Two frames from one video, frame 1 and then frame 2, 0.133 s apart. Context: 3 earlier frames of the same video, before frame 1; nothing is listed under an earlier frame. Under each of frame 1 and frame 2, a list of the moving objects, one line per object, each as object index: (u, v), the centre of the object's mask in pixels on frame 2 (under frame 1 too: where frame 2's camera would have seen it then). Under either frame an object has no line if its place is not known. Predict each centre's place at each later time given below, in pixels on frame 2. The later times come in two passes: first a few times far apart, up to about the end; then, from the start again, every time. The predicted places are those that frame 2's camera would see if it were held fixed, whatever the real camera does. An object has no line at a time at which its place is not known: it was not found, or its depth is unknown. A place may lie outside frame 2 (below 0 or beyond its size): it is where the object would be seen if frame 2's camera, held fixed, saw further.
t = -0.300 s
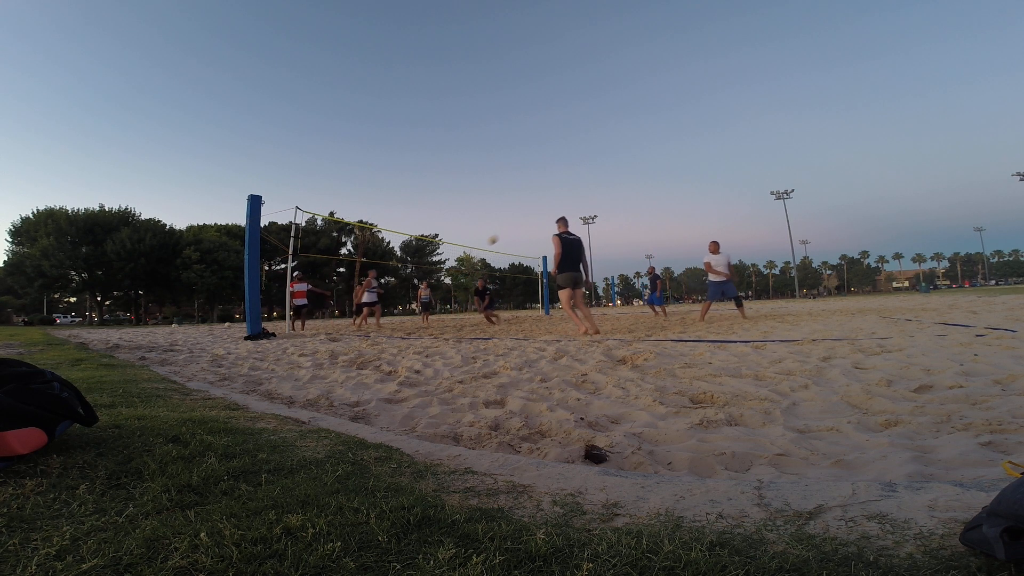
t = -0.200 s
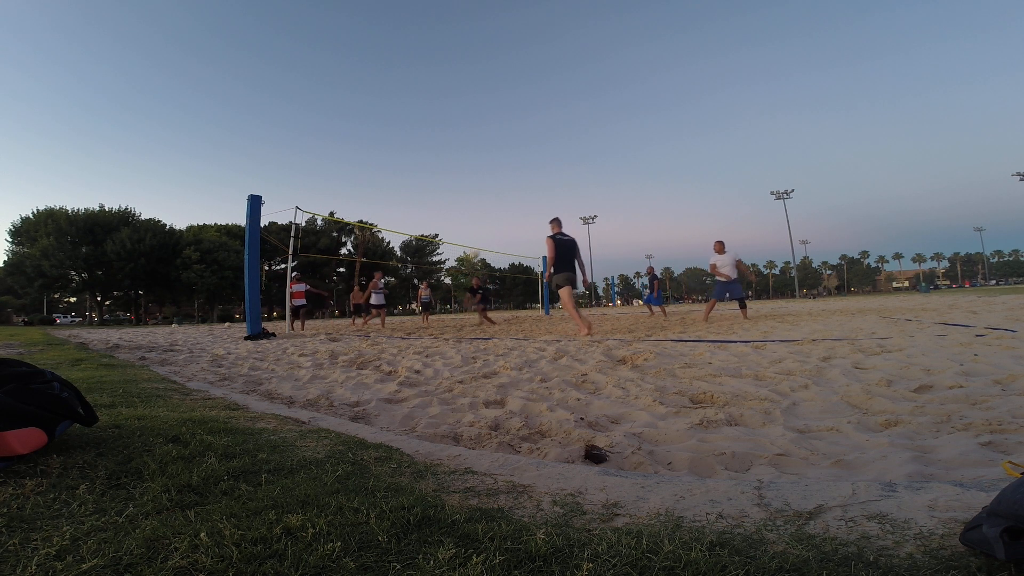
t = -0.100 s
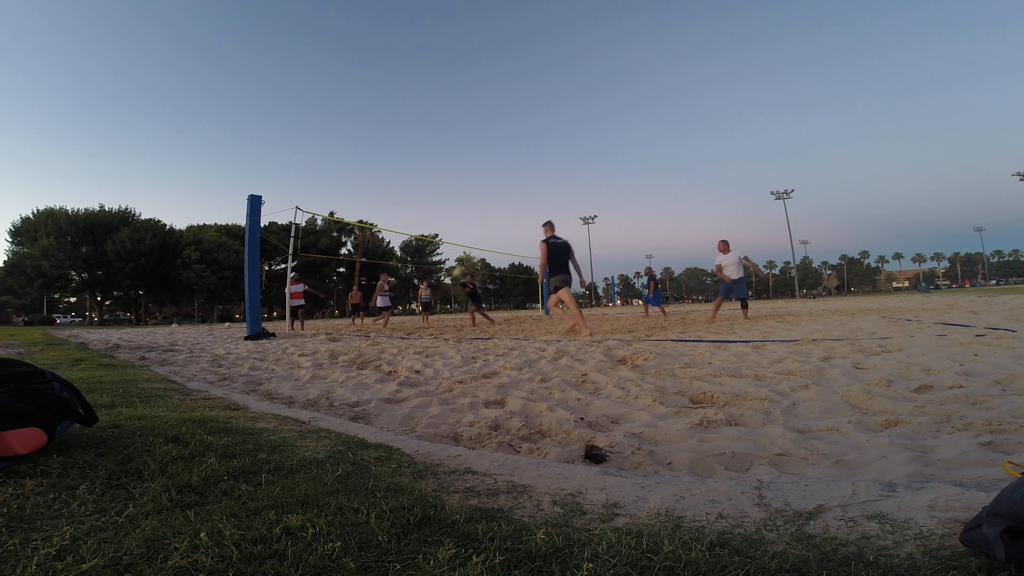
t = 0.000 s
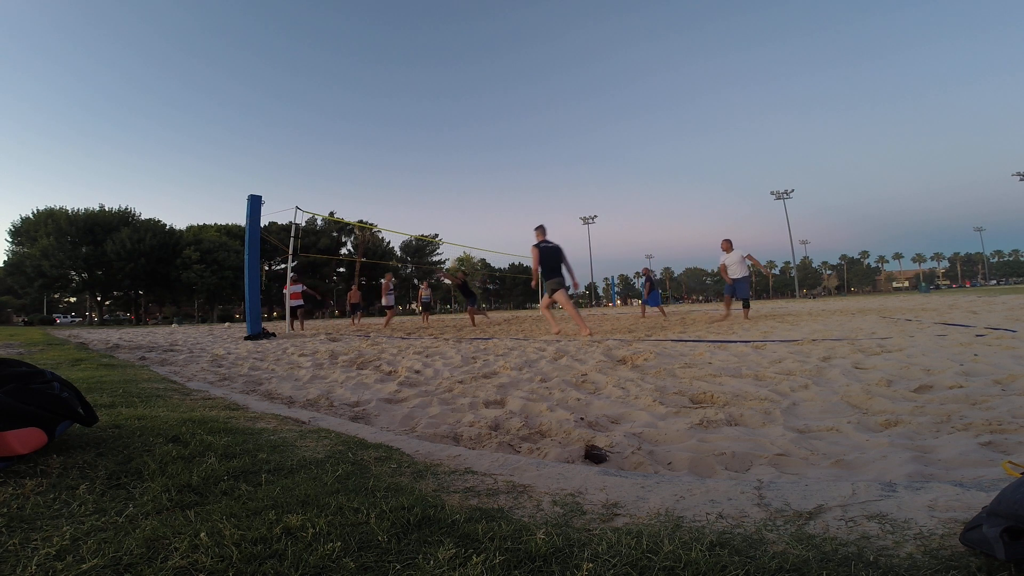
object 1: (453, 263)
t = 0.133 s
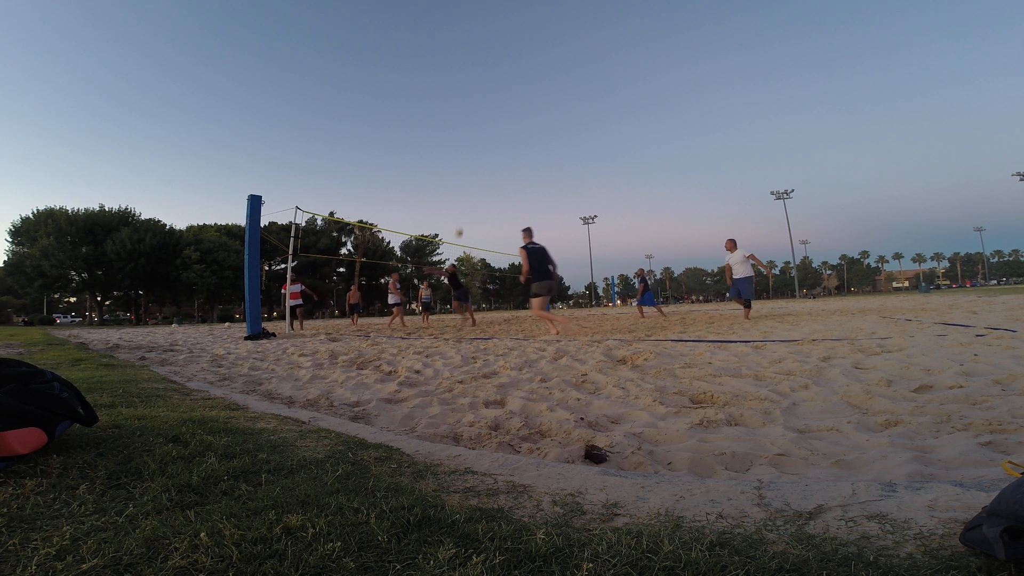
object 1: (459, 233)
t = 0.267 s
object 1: (465, 211)
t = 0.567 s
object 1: (477, 186)
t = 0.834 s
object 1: (489, 190)
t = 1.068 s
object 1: (500, 211)
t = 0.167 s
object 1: (460, 226)
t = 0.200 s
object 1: (462, 221)
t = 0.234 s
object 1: (463, 215)
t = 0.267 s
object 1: (465, 211)
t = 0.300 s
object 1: (466, 206)
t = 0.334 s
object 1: (468, 202)
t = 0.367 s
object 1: (469, 199)
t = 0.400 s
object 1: (470, 196)
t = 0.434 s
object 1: (472, 193)
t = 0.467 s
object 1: (473, 191)
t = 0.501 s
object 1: (475, 189)
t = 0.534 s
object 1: (476, 187)
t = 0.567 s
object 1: (477, 186)
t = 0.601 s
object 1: (479, 185)
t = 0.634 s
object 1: (481, 185)
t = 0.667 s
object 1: (482, 185)
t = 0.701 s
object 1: (483, 185)
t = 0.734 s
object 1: (485, 186)
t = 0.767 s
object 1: (486, 187)
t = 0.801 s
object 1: (488, 188)
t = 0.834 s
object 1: (489, 190)
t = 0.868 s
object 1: (490, 192)
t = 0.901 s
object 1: (492, 194)
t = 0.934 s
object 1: (494, 197)
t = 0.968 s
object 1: (495, 200)
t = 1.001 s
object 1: (496, 203)
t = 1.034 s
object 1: (498, 207)
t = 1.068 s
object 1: (500, 211)
